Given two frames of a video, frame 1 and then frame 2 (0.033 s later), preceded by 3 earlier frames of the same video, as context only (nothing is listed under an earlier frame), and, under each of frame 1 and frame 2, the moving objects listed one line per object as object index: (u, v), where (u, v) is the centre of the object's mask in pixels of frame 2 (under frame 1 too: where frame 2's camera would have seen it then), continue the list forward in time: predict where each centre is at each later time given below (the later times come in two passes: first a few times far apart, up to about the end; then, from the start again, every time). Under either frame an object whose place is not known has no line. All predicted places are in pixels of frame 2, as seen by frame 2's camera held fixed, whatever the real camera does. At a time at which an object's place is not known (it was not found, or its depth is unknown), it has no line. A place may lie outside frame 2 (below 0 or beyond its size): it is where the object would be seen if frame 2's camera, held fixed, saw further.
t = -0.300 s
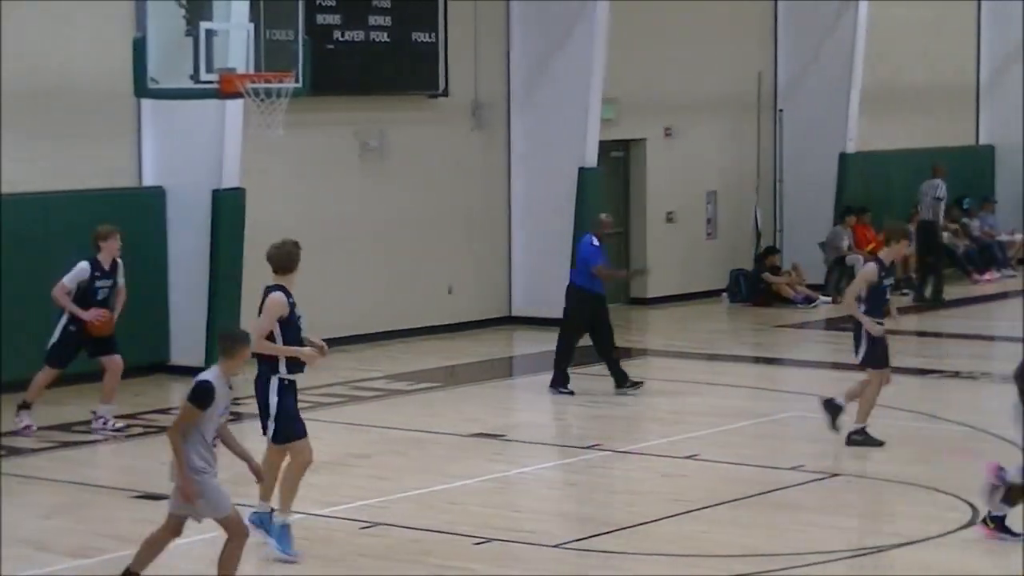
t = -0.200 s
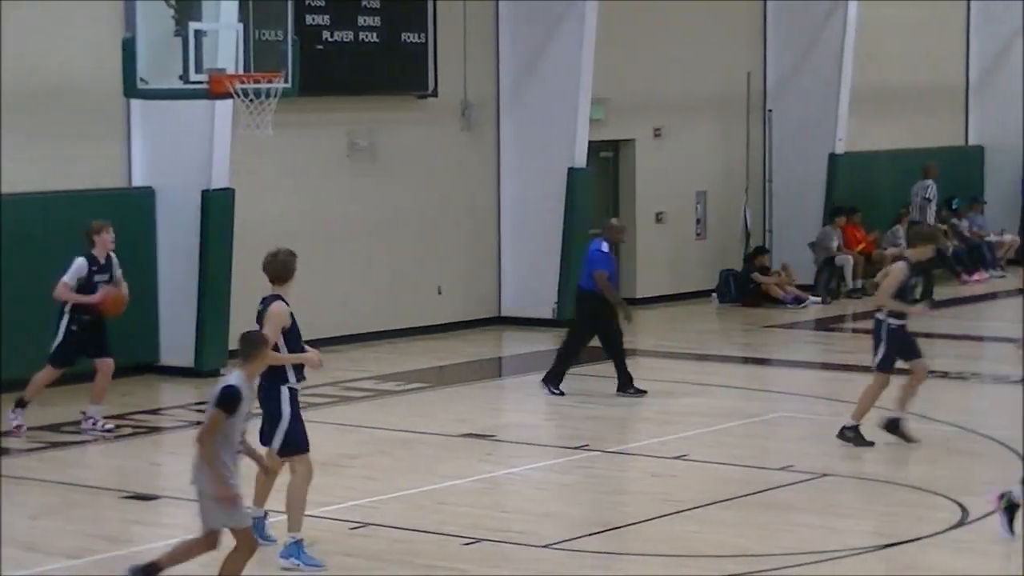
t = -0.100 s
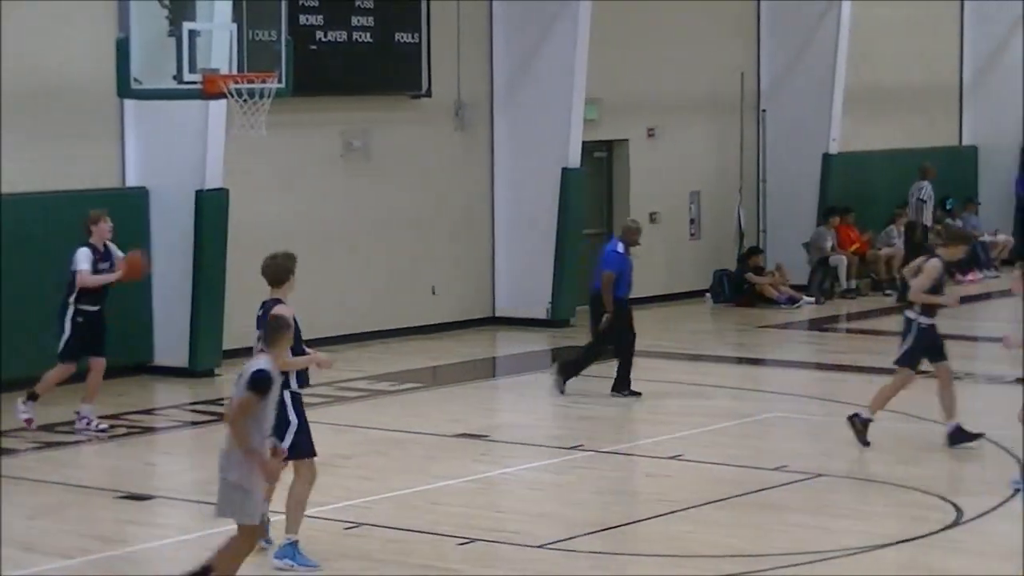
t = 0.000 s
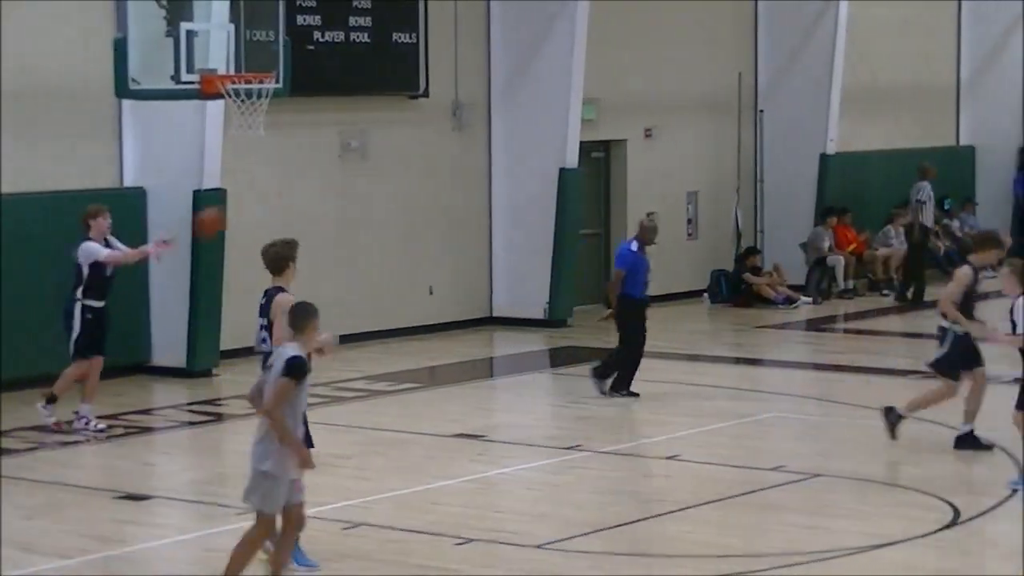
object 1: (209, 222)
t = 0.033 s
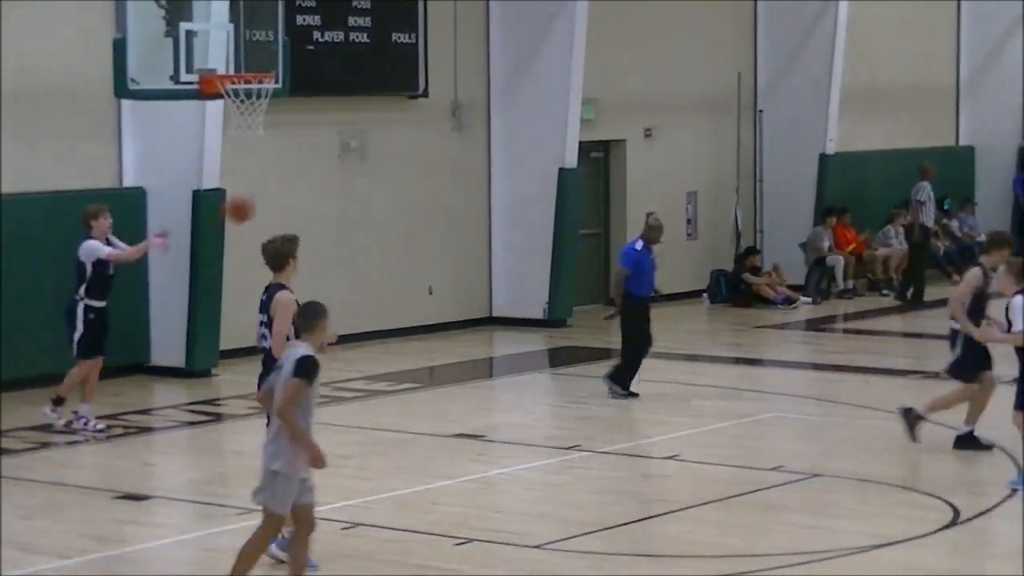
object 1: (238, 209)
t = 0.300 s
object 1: (480, 151)
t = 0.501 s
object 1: (675, 156)
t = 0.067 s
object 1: (268, 199)
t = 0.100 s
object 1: (297, 188)
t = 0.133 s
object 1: (327, 179)
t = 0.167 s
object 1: (357, 170)
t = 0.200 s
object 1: (388, 164)
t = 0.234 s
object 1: (419, 158)
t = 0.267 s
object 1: (450, 154)
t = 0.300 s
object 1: (480, 151)
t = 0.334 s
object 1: (512, 147)
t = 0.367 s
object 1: (544, 146)
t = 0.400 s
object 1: (577, 147)
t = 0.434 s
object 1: (606, 149)
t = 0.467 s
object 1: (642, 152)
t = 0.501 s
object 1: (675, 156)
